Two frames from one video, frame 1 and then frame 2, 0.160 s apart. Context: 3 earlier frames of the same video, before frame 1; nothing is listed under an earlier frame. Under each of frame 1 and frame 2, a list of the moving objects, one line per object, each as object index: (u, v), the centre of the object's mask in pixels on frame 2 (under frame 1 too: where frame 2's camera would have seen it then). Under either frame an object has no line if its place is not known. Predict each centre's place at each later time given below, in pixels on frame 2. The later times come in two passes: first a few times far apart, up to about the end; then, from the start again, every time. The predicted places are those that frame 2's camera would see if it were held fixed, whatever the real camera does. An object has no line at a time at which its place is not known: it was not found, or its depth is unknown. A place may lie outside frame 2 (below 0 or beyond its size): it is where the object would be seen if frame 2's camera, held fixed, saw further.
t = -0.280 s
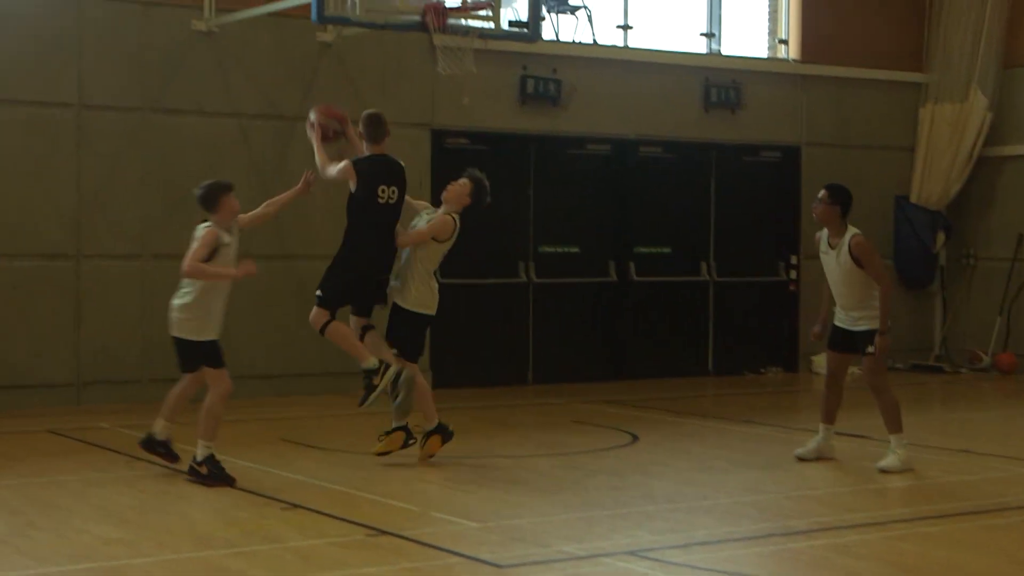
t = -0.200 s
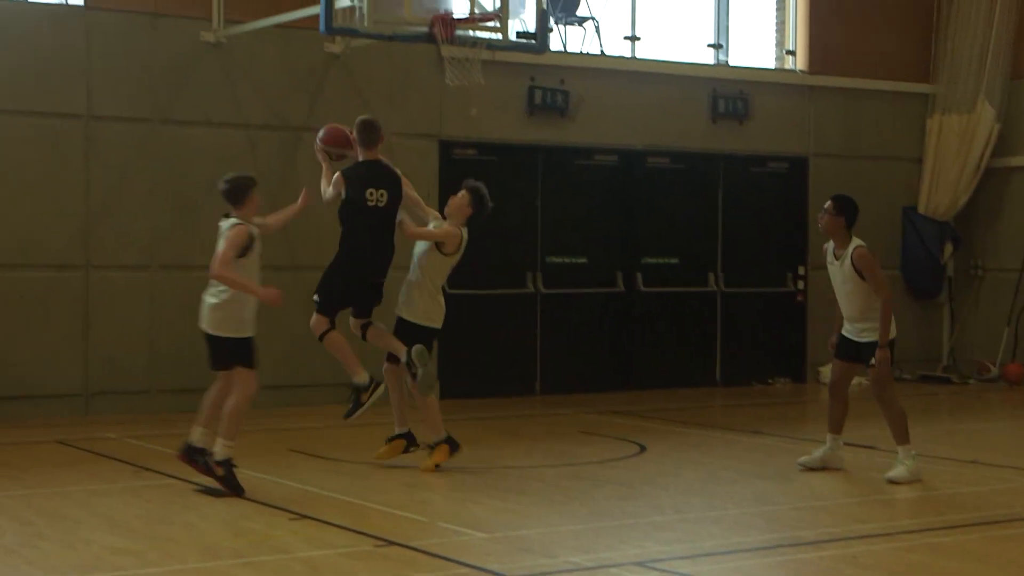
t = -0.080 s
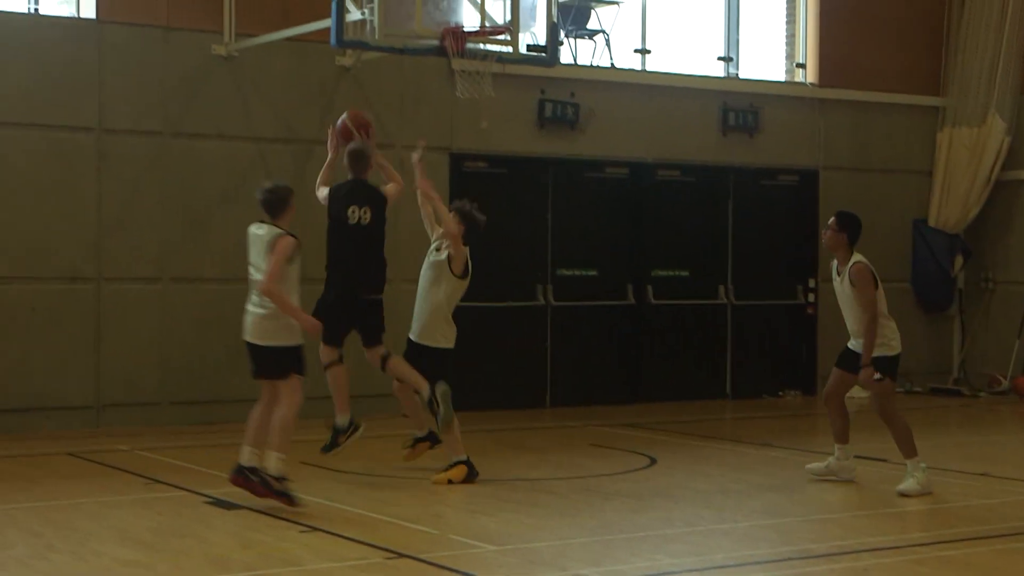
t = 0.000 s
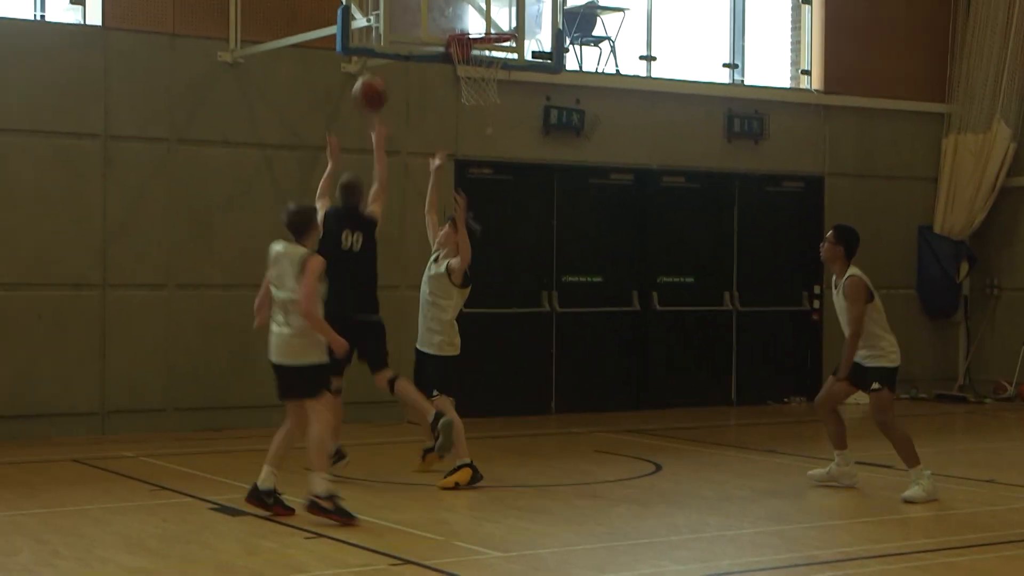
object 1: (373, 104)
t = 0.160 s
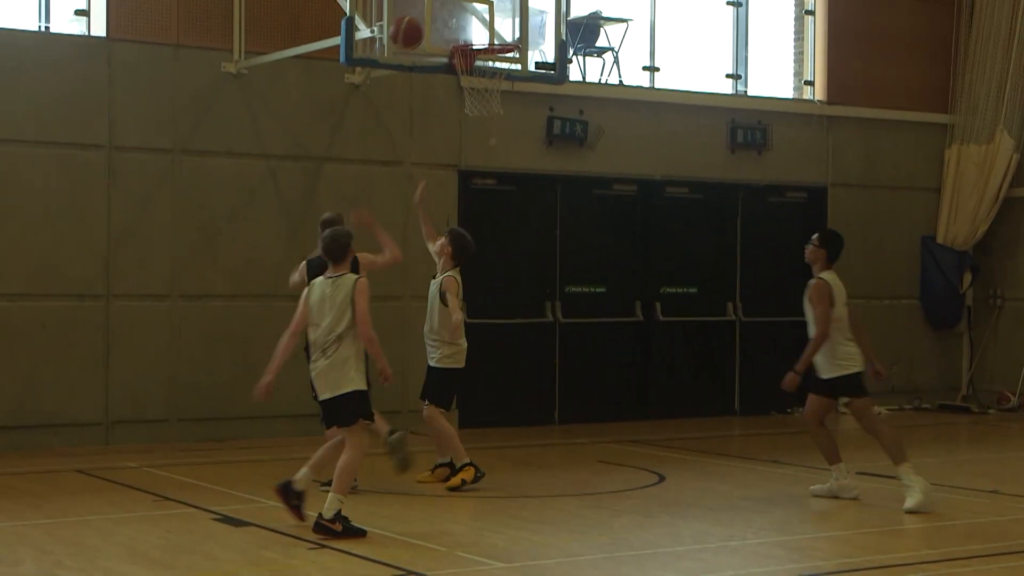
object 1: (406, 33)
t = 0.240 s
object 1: (420, 14)
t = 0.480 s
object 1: (490, 21)
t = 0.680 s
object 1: (496, 33)
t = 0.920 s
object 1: (482, 97)
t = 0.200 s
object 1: (414, 22)
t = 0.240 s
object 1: (420, 14)
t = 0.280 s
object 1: (427, 8)
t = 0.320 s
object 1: (440, 6)
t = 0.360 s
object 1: (452, 7)
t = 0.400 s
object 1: (463, 9)
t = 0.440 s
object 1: (477, 13)
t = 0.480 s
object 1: (490, 21)
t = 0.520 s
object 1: (504, 29)
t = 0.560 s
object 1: (504, 31)
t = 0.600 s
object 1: (501, 29)
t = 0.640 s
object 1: (499, 30)
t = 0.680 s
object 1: (496, 33)
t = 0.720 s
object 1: (493, 36)
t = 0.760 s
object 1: (490, 46)
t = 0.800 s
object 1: (489, 56)
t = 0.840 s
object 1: (489, 69)
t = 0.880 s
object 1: (485, 81)
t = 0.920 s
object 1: (482, 97)
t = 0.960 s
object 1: (481, 119)
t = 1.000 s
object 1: (479, 128)
